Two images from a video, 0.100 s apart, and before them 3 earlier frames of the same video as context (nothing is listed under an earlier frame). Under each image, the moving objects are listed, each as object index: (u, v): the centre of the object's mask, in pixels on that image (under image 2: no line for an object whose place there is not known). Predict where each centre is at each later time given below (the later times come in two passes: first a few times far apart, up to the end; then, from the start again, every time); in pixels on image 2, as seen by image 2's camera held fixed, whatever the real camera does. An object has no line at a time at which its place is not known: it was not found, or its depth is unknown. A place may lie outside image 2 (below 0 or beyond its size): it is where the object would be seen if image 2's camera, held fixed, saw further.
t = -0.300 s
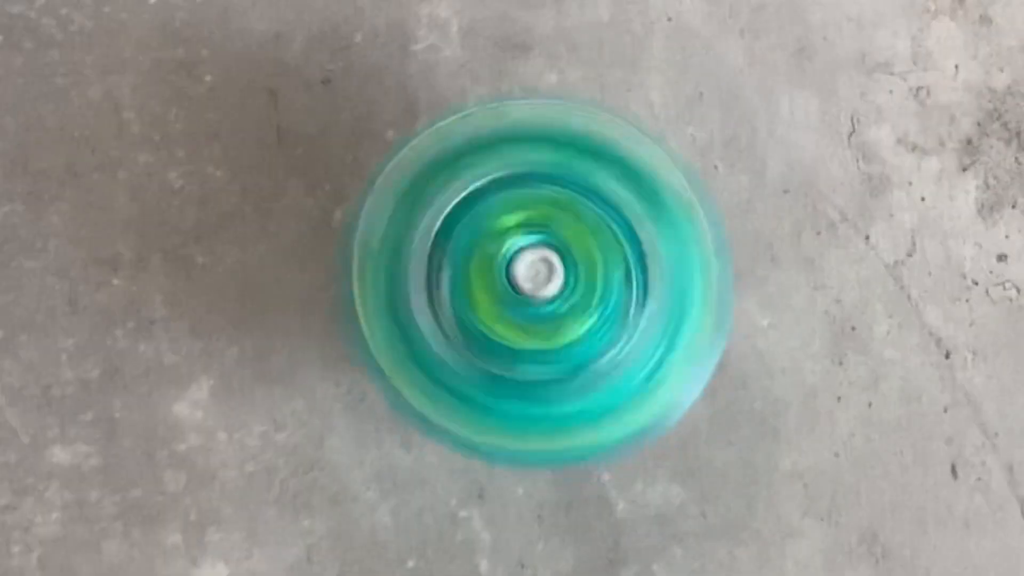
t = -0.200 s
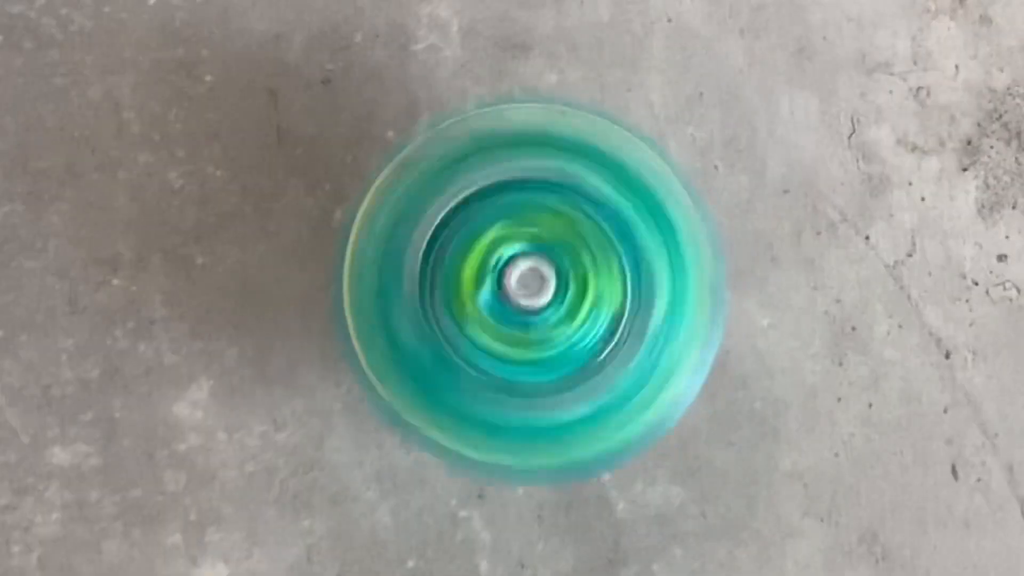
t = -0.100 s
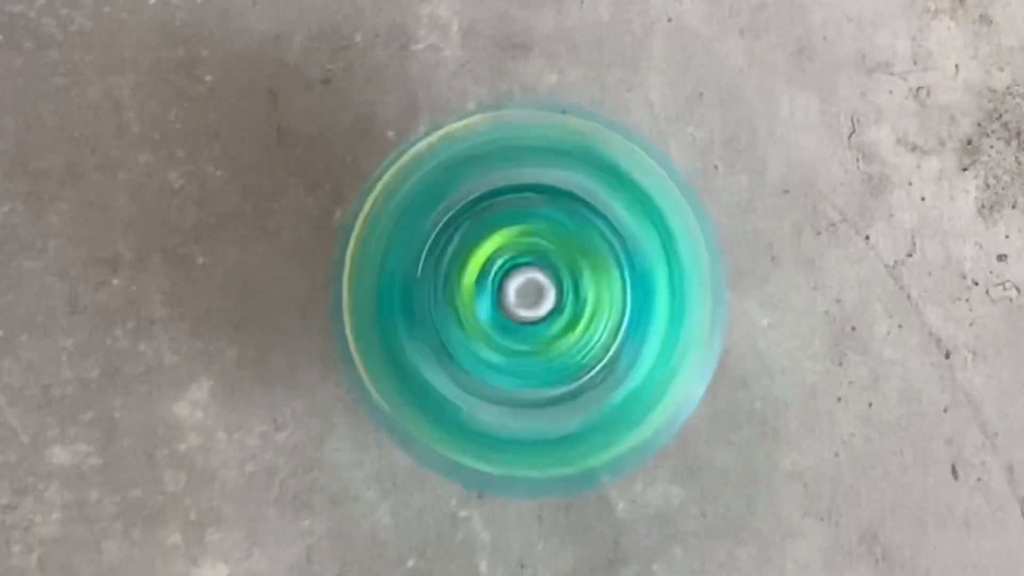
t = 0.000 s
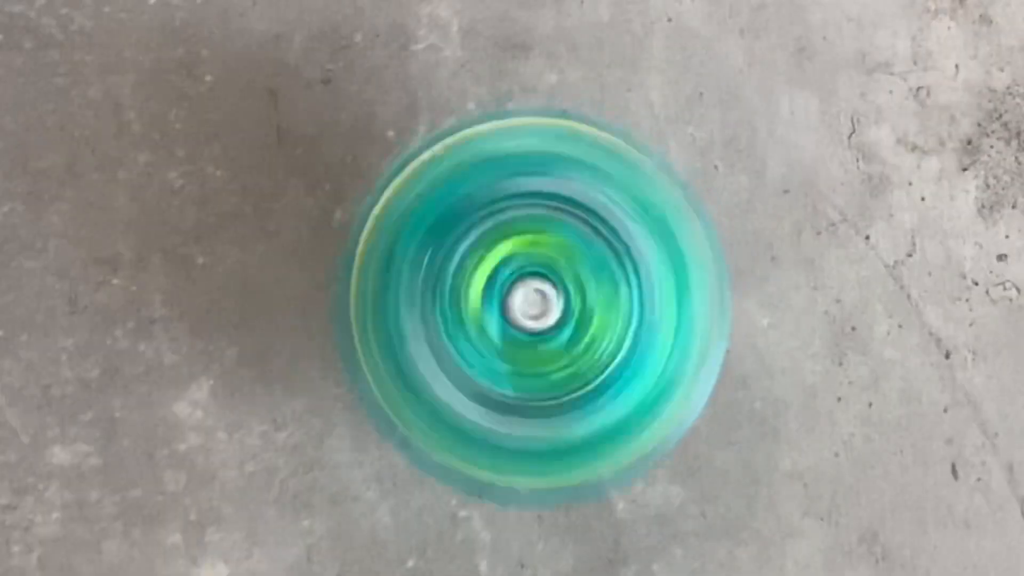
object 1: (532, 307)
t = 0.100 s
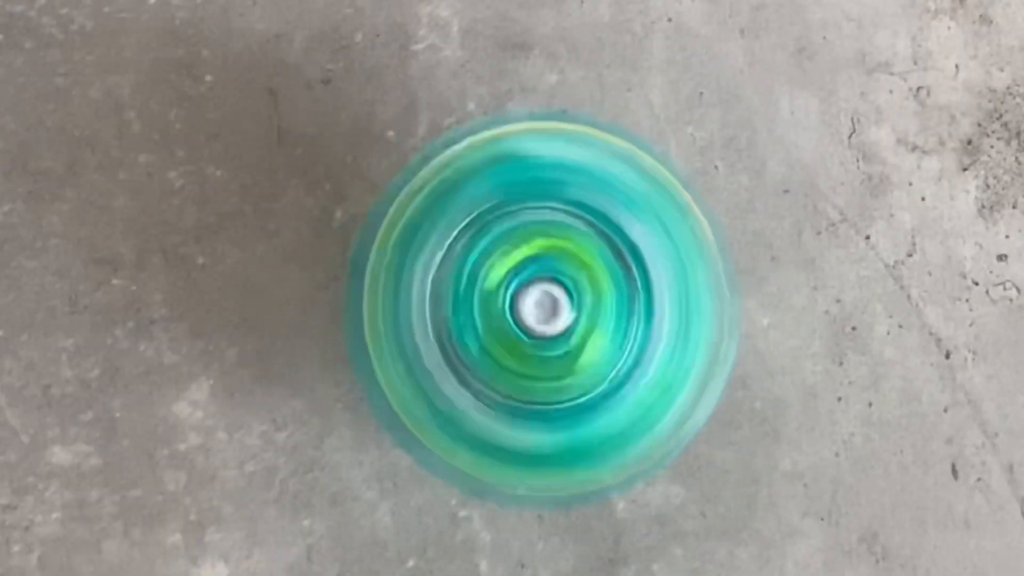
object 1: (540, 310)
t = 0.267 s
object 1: (552, 303)
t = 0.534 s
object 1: (542, 285)
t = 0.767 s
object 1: (530, 296)
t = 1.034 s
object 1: (546, 309)
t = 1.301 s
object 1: (551, 289)
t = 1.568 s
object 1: (530, 292)
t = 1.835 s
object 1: (539, 310)
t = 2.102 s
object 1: (552, 292)
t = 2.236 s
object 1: (545, 285)
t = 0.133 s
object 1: (545, 306)
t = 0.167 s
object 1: (548, 308)
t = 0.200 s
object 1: (548, 306)
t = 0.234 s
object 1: (552, 303)
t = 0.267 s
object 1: (552, 303)
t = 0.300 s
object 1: (553, 298)
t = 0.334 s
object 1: (554, 295)
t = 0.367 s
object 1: (552, 292)
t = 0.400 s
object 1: (550, 289)
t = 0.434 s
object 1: (550, 288)
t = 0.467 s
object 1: (546, 285)
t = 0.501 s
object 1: (545, 284)
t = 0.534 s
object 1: (542, 285)
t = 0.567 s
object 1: (537, 283)
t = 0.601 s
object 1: (537, 284)
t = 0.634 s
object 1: (531, 288)
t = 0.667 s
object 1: (531, 287)
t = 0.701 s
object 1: (530, 293)
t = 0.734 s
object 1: (527, 295)
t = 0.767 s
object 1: (530, 296)
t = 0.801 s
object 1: (528, 301)
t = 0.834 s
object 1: (529, 301)
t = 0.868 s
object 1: (533, 306)
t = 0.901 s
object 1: (532, 307)
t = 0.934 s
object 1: (537, 306)
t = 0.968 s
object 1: (539, 310)
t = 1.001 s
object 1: (540, 309)
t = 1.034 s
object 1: (546, 309)
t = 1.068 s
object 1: (546, 309)
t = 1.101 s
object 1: (551, 304)
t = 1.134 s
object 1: (553, 304)
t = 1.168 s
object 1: (552, 299)
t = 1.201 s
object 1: (554, 297)
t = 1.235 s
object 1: (553, 295)
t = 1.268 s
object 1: (552, 289)
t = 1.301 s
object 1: (551, 289)
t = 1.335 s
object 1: (546, 285)
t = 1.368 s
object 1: (546, 284)
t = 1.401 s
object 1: (543, 284)
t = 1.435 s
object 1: (539, 283)
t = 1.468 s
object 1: (538, 284)
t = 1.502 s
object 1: (533, 287)
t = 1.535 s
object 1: (533, 286)
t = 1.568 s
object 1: (530, 292)
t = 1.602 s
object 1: (528, 292)
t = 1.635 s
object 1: (530, 296)
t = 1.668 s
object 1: (528, 301)
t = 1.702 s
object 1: (530, 301)
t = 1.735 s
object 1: (532, 306)
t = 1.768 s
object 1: (533, 306)
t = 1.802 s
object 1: (538, 309)
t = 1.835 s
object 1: (539, 310)
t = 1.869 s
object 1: (542, 308)
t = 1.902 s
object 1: (545, 309)
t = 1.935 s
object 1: (547, 307)
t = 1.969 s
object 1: (550, 305)
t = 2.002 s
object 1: (550, 304)
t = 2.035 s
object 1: (552, 298)
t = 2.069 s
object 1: (553, 298)
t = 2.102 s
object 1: (552, 292)
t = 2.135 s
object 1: (553, 291)
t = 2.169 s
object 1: (549, 288)
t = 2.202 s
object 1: (547, 287)
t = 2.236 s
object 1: (545, 285)
